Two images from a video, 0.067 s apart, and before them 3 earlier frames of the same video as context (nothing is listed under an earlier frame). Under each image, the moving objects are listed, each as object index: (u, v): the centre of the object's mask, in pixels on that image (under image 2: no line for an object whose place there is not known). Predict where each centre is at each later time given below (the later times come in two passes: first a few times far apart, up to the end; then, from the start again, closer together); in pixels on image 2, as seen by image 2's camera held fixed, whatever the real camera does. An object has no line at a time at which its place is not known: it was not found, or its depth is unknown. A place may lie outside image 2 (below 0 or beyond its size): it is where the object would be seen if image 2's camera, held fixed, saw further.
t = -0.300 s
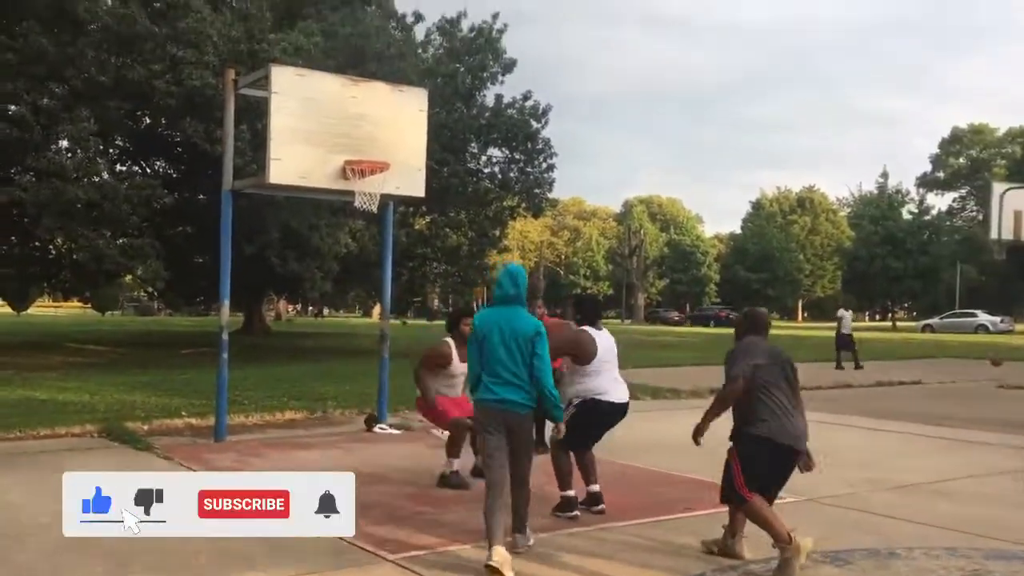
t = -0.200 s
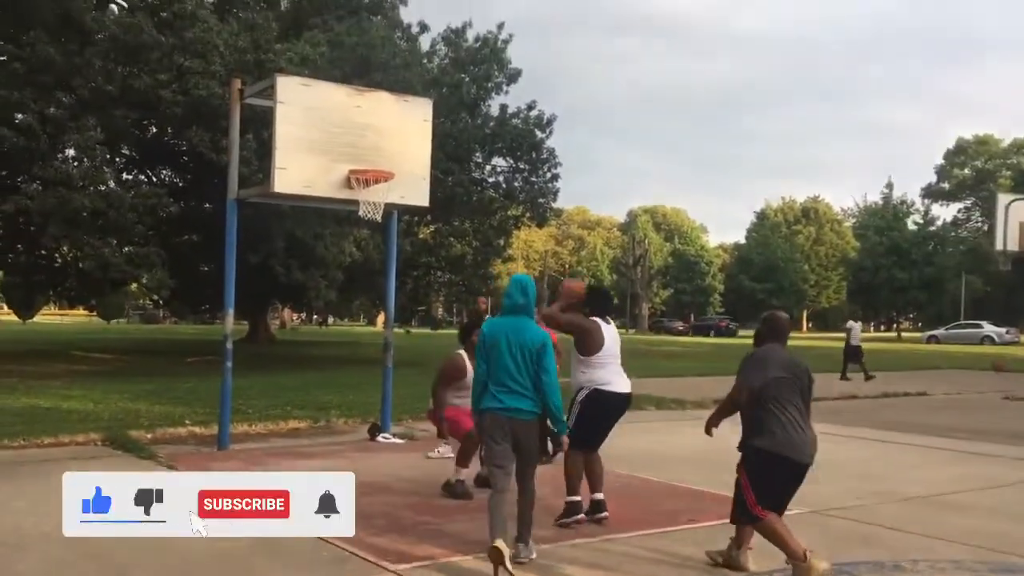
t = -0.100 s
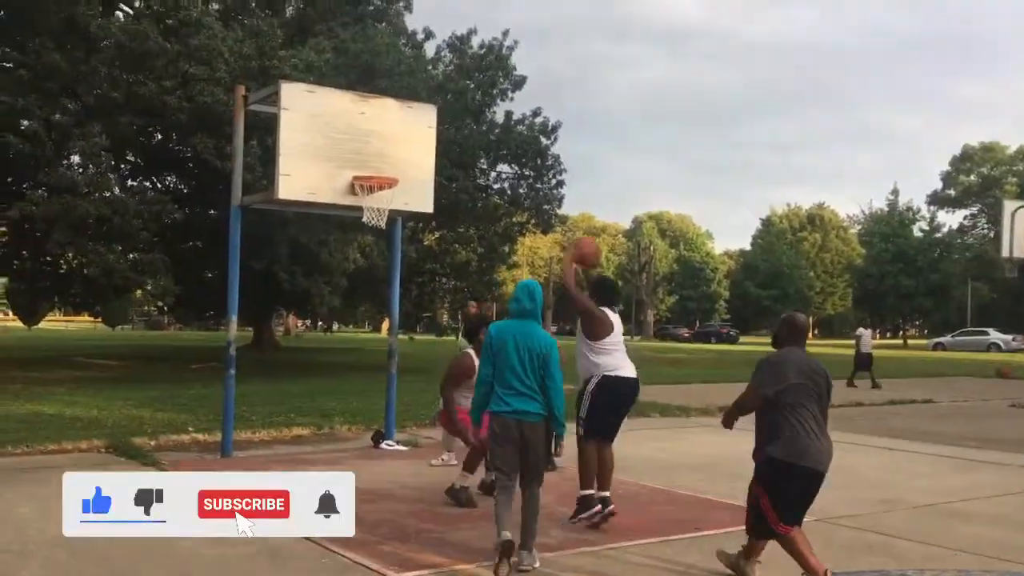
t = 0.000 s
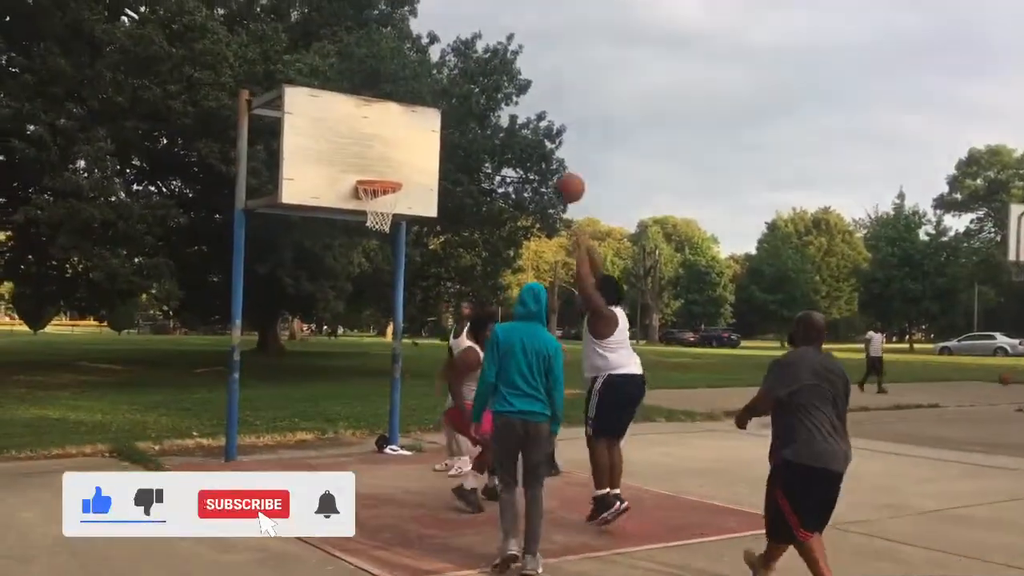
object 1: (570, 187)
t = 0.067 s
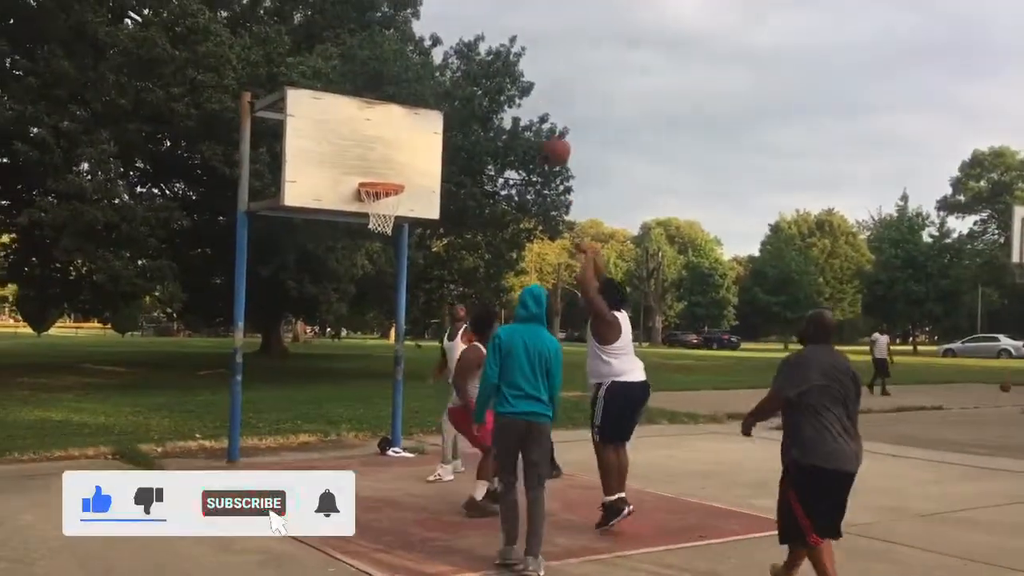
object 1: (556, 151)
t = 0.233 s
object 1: (520, 84)
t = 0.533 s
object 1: (461, 48)
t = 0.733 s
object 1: (431, 76)
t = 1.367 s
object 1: (482, 195)
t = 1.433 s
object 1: (499, 211)
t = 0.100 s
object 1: (549, 134)
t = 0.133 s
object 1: (540, 118)
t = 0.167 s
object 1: (532, 104)
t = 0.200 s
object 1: (526, 93)
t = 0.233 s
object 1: (520, 84)
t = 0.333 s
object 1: (501, 61)
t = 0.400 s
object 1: (485, 50)
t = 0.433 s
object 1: (480, 48)
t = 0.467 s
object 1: (473, 46)
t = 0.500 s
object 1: (467, 47)
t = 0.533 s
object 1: (461, 48)
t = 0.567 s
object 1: (456, 51)
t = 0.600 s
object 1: (451, 53)
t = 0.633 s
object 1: (446, 58)
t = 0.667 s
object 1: (442, 63)
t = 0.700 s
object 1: (436, 68)
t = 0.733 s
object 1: (431, 76)
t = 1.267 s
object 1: (455, 181)
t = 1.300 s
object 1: (463, 184)
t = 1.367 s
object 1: (482, 195)
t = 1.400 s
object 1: (490, 202)
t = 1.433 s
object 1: (499, 211)
